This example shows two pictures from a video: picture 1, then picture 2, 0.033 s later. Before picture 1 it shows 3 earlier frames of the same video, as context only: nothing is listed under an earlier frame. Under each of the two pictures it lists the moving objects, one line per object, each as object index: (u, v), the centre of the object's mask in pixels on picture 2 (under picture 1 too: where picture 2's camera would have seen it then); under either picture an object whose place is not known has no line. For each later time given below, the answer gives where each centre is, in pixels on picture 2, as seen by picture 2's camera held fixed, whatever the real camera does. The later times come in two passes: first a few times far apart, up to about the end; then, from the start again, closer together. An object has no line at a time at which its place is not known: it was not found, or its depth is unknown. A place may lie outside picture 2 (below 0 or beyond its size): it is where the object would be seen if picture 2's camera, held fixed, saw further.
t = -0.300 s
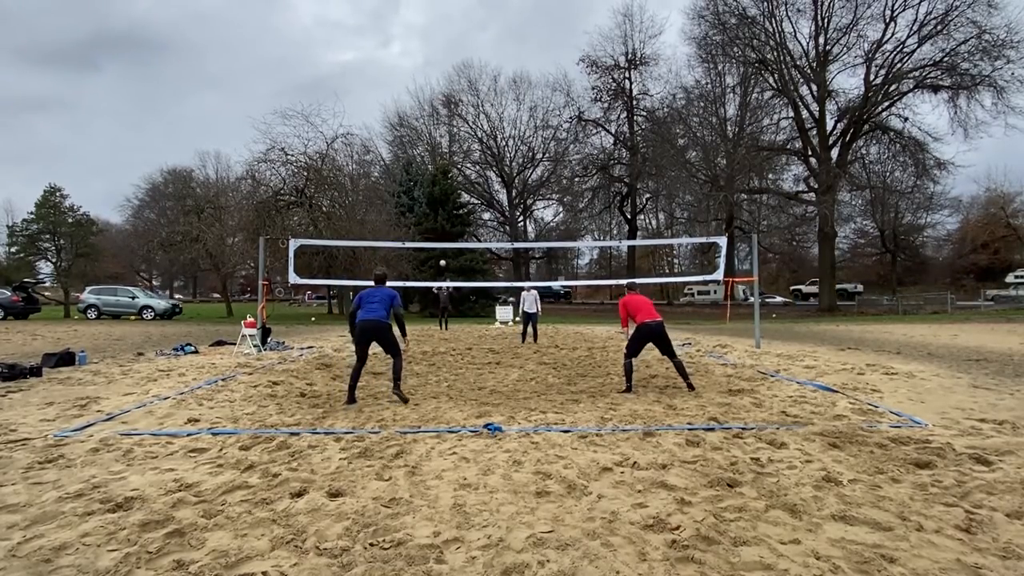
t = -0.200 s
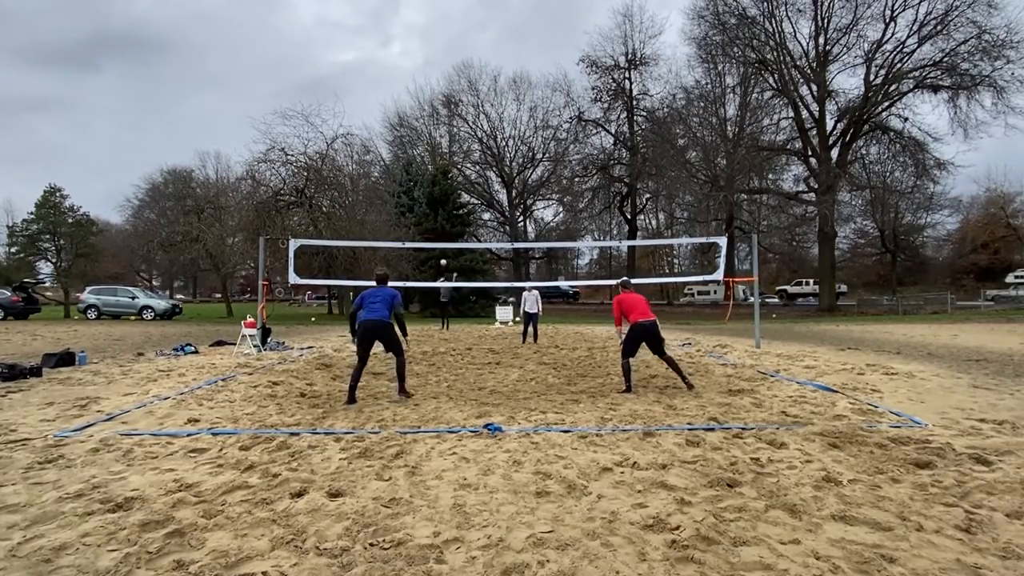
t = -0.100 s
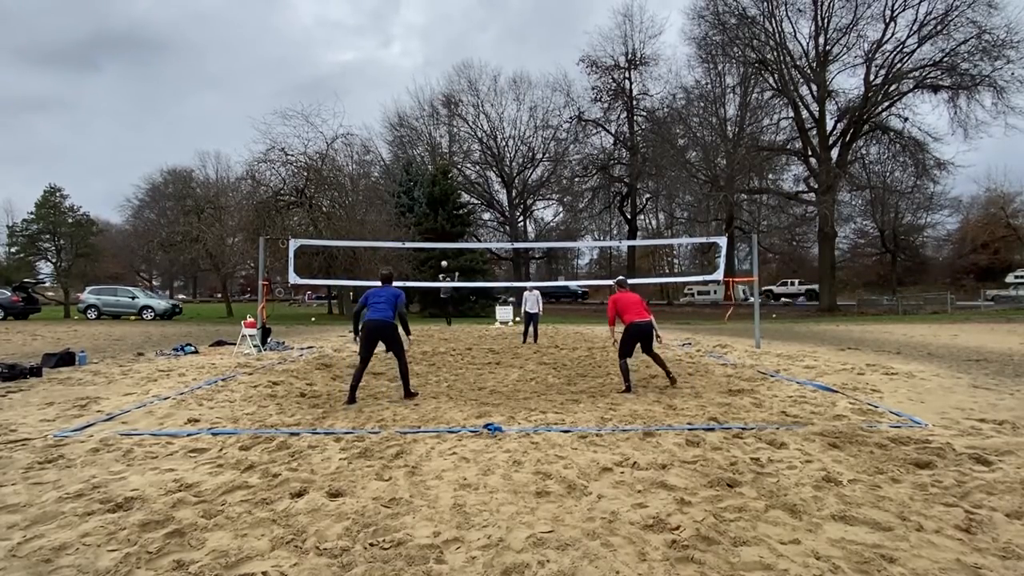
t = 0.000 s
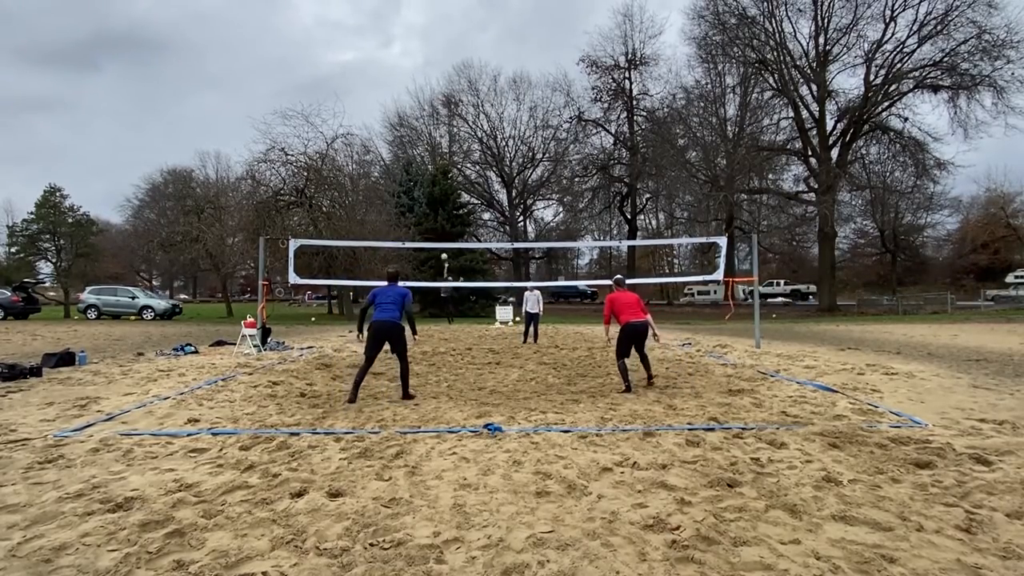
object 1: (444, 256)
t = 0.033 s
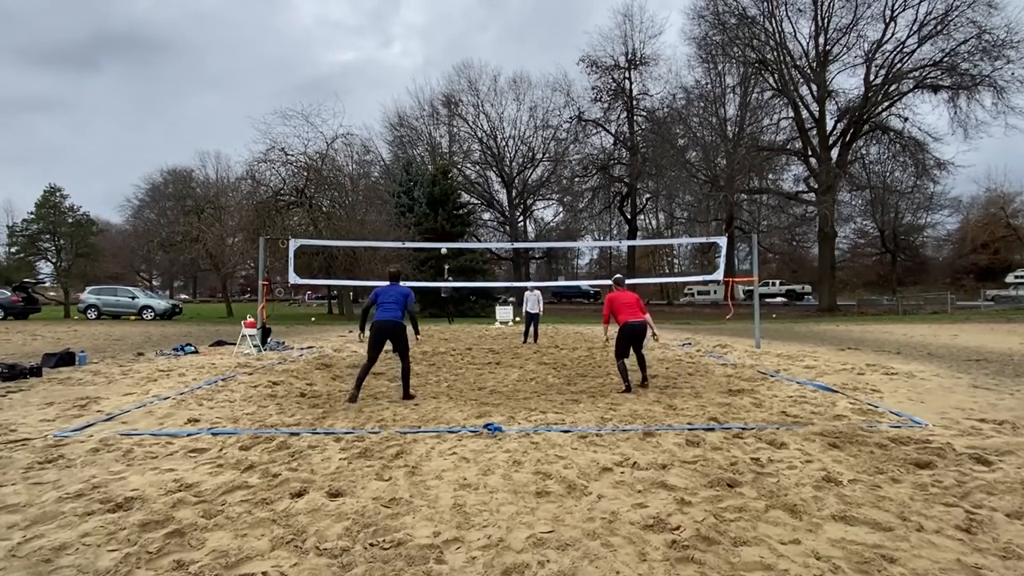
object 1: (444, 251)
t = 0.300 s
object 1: (441, 211)
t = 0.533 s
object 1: (436, 186)
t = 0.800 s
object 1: (428, 182)
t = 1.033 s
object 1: (421, 205)
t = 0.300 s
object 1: (441, 211)
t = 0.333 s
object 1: (440, 207)
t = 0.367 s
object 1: (440, 203)
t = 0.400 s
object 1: (439, 199)
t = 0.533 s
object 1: (436, 186)
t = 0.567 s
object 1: (435, 184)
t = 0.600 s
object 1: (434, 182)
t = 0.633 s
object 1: (433, 181)
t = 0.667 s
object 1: (432, 180)
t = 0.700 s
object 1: (431, 180)
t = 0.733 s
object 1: (430, 180)
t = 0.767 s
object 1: (429, 181)
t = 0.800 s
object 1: (428, 182)
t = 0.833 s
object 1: (428, 183)
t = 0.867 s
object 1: (427, 185)
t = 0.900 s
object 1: (426, 187)
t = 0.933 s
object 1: (425, 191)
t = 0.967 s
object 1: (424, 195)
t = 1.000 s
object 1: (423, 200)
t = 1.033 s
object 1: (421, 205)
